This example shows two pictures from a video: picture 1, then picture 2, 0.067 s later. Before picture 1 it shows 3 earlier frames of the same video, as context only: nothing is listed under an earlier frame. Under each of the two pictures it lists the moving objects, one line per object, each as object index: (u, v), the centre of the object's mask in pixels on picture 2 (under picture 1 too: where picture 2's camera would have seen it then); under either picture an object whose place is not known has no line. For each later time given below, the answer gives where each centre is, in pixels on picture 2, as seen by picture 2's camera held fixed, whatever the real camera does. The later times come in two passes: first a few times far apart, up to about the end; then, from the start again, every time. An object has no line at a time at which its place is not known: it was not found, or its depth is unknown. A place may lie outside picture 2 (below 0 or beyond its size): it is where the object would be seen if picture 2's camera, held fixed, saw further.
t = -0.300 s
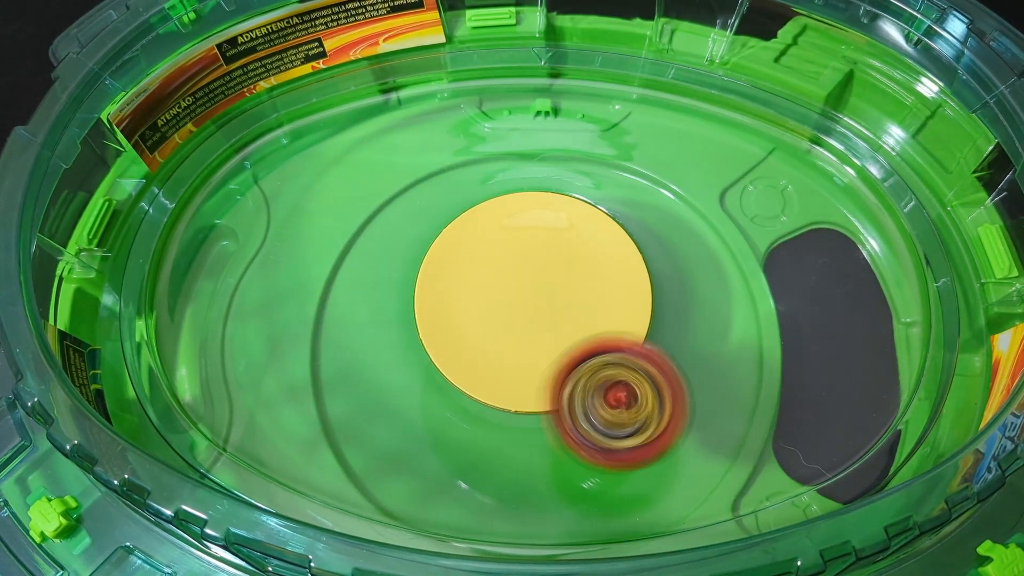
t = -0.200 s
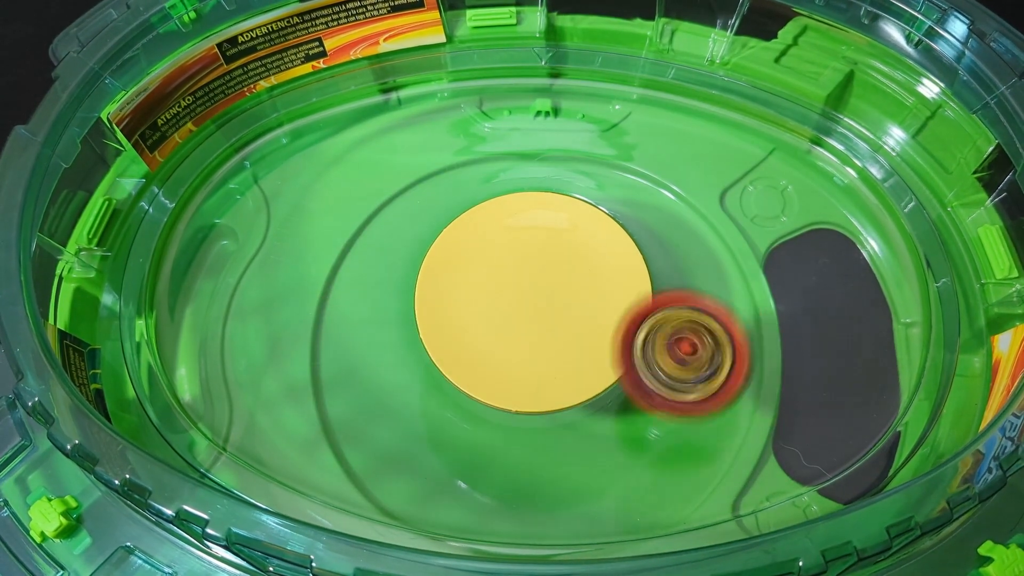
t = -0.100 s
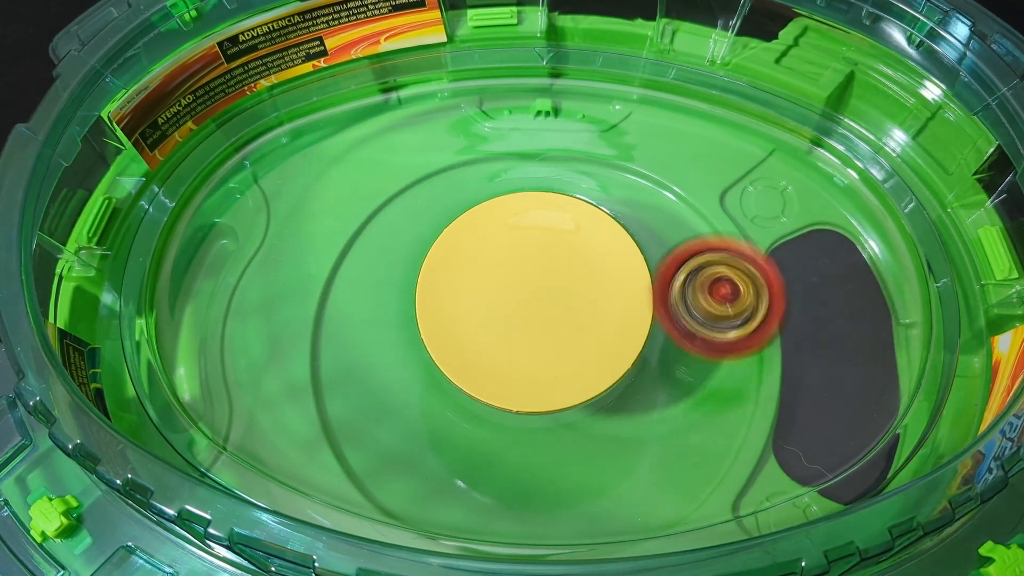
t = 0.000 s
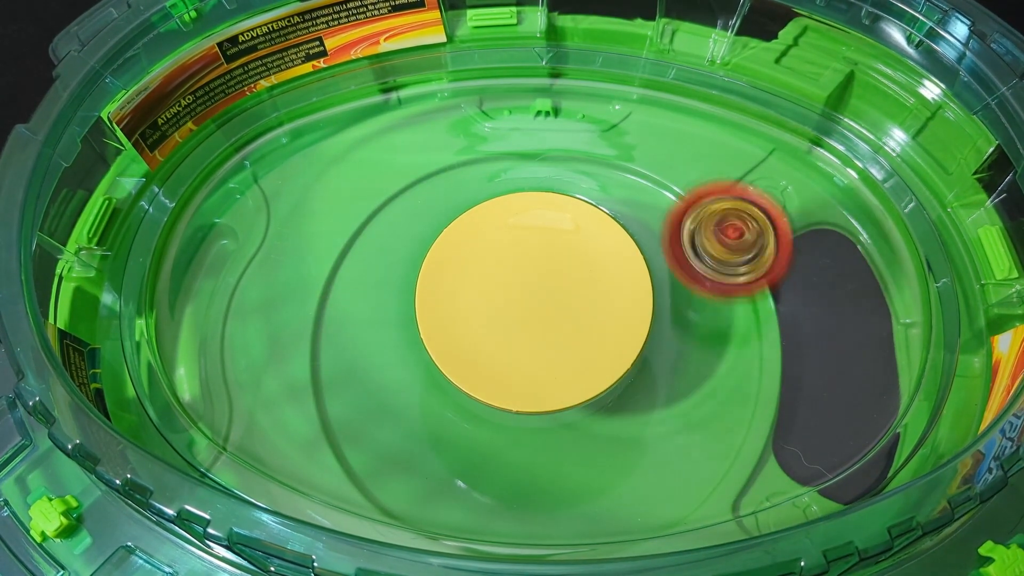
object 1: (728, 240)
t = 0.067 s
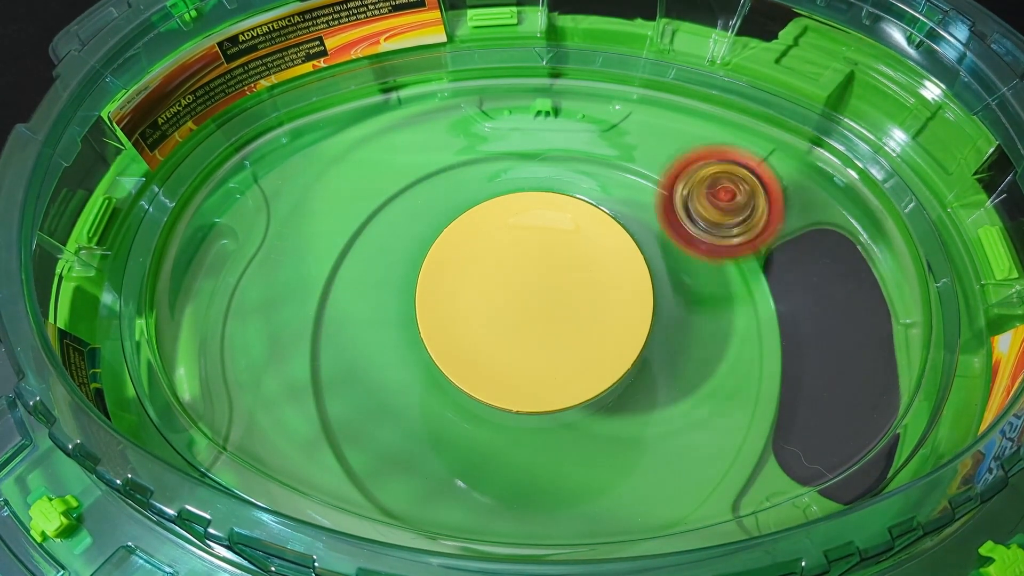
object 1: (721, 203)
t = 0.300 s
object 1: (604, 119)
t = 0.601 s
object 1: (431, 199)
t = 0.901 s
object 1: (562, 367)
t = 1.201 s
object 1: (592, 207)
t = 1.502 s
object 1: (445, 258)
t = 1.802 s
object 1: (570, 349)
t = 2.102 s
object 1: (578, 200)
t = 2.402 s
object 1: (447, 280)
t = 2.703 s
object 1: (599, 329)
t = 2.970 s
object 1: (587, 206)
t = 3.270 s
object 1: (457, 269)
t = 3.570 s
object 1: (553, 353)
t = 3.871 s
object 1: (597, 218)
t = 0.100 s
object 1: (712, 186)
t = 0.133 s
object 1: (701, 170)
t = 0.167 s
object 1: (686, 155)
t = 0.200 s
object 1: (669, 142)
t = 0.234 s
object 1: (649, 131)
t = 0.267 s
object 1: (629, 124)
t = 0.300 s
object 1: (604, 119)
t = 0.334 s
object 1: (580, 119)
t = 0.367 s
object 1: (552, 121)
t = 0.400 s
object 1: (527, 125)
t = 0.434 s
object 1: (503, 132)
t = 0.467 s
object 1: (482, 140)
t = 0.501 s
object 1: (464, 152)
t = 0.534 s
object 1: (451, 164)
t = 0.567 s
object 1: (439, 180)
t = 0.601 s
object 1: (431, 199)
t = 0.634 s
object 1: (427, 224)
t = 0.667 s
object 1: (432, 252)
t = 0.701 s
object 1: (440, 284)
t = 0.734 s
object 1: (453, 311)
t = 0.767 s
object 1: (471, 336)
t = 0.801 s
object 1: (492, 355)
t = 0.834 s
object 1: (516, 367)
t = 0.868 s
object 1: (538, 372)
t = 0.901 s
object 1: (562, 367)
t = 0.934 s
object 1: (582, 358)
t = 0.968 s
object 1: (598, 342)
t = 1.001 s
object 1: (613, 323)
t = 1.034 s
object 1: (622, 303)
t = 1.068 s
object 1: (628, 281)
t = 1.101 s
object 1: (627, 261)
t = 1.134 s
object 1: (620, 239)
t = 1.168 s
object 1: (608, 220)
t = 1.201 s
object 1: (592, 207)
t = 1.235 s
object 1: (572, 197)
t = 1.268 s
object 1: (562, 194)
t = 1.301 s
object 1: (540, 191)
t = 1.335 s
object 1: (520, 194)
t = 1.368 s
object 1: (499, 201)
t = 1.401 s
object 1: (480, 210)
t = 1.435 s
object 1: (465, 222)
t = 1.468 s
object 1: (452, 241)
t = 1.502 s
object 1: (445, 258)
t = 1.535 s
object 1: (443, 277)
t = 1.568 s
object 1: (443, 297)
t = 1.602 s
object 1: (452, 315)
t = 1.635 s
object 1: (465, 332)
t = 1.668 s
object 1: (479, 345)
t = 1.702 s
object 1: (502, 354)
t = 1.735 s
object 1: (524, 358)
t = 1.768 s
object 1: (546, 356)
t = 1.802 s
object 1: (570, 349)
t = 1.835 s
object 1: (590, 339)
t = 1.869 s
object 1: (604, 322)
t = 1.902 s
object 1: (616, 302)
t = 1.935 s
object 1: (623, 282)
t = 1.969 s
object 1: (623, 262)
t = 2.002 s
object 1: (618, 242)
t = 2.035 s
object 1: (609, 224)
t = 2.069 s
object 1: (596, 211)
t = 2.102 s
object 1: (578, 200)
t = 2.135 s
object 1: (558, 192)
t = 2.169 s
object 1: (539, 190)
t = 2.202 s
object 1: (518, 192)
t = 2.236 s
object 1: (497, 197)
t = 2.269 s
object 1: (478, 207)
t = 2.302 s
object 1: (464, 221)
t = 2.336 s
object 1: (452, 241)
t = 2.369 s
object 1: (446, 260)
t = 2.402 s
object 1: (447, 280)
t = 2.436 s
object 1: (453, 300)
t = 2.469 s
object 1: (464, 318)
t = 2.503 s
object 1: (480, 330)
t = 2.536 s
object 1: (501, 341)
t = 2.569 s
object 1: (521, 347)
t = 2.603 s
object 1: (540, 348)
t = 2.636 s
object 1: (561, 345)
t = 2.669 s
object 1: (582, 338)
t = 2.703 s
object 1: (599, 329)
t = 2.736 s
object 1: (611, 316)
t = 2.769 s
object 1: (621, 300)
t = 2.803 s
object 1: (626, 281)
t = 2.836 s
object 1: (627, 264)
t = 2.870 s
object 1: (624, 249)
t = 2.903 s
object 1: (616, 232)
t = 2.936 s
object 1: (602, 216)
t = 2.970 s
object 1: (587, 206)
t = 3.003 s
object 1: (571, 197)
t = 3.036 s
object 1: (552, 195)
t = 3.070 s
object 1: (532, 196)
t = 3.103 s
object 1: (511, 200)
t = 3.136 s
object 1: (494, 208)
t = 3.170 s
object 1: (481, 220)
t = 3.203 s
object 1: (470, 235)
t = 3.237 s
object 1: (462, 252)
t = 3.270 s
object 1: (457, 269)
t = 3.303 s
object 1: (458, 284)
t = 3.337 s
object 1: (462, 300)
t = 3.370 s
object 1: (470, 315)
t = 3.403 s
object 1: (473, 322)
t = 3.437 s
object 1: (486, 334)
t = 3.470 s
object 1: (501, 344)
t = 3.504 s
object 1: (518, 352)
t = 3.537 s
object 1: (534, 355)
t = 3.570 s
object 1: (553, 353)
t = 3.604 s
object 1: (571, 346)
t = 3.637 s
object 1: (589, 336)
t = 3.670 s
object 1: (604, 322)
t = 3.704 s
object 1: (614, 307)
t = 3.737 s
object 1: (620, 289)
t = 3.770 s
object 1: (621, 270)
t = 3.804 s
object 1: (617, 251)
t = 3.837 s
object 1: (609, 233)
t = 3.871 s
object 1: (597, 218)
